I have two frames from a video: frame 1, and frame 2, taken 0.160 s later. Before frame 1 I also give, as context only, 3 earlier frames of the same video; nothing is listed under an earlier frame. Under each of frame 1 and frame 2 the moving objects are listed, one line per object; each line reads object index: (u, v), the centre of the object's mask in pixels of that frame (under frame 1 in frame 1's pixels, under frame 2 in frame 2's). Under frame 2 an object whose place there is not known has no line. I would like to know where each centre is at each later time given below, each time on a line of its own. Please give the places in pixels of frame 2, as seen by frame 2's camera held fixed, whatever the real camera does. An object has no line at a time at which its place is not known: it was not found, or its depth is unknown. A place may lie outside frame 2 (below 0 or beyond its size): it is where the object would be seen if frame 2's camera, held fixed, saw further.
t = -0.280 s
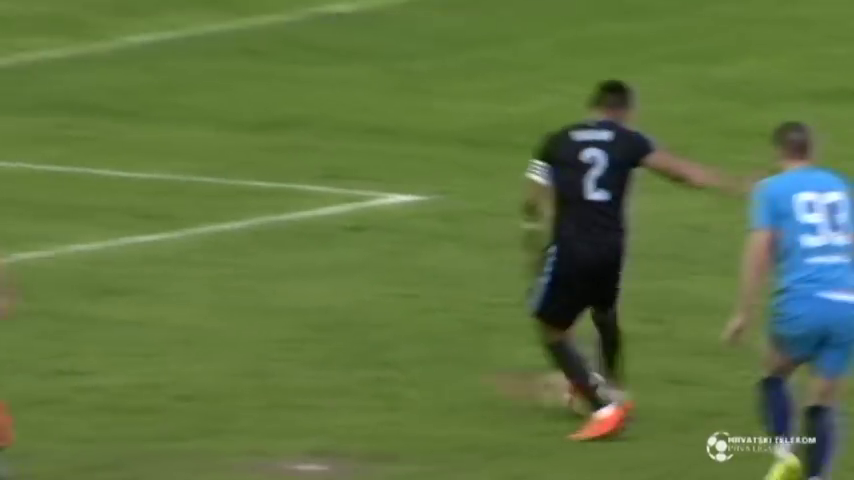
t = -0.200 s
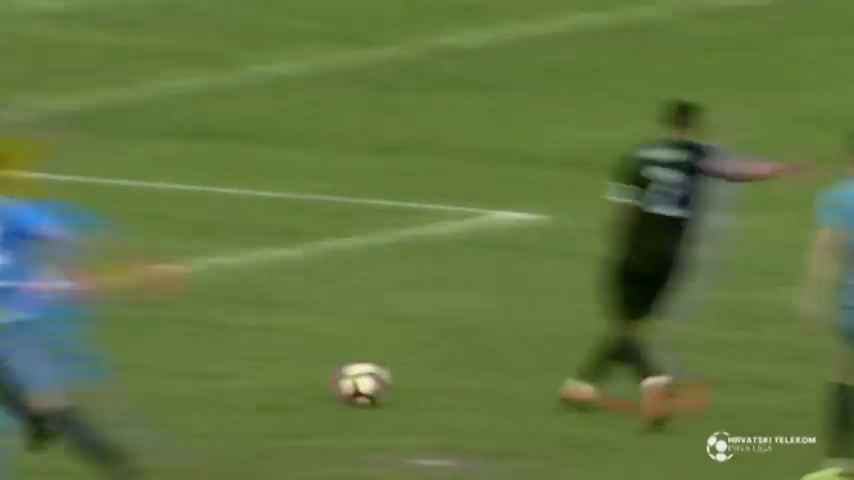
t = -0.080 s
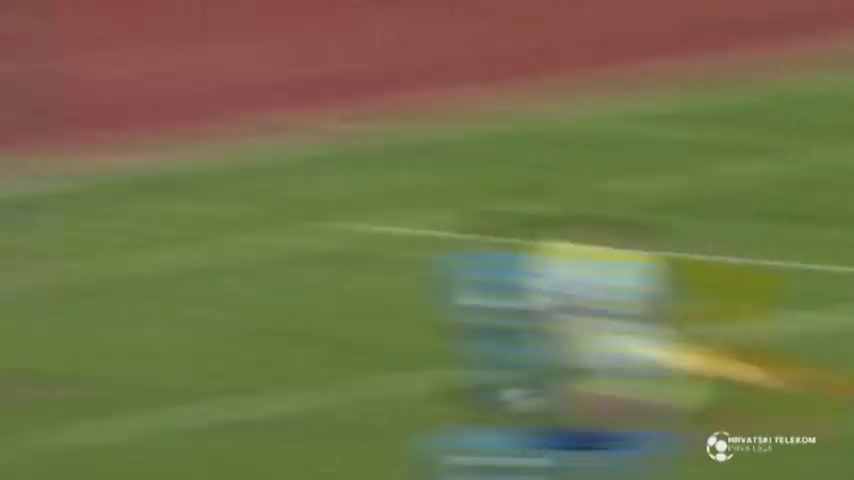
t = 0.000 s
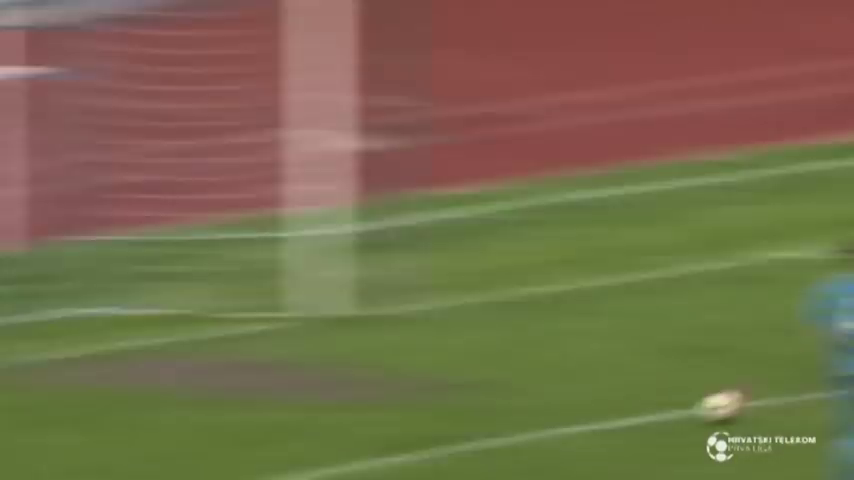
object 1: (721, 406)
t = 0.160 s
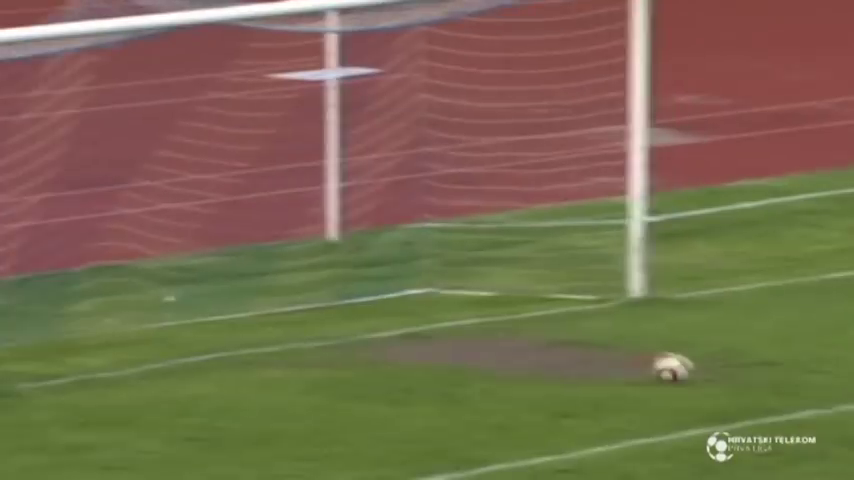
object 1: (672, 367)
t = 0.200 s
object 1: (601, 359)
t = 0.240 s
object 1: (530, 353)
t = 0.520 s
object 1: (109, 322)
